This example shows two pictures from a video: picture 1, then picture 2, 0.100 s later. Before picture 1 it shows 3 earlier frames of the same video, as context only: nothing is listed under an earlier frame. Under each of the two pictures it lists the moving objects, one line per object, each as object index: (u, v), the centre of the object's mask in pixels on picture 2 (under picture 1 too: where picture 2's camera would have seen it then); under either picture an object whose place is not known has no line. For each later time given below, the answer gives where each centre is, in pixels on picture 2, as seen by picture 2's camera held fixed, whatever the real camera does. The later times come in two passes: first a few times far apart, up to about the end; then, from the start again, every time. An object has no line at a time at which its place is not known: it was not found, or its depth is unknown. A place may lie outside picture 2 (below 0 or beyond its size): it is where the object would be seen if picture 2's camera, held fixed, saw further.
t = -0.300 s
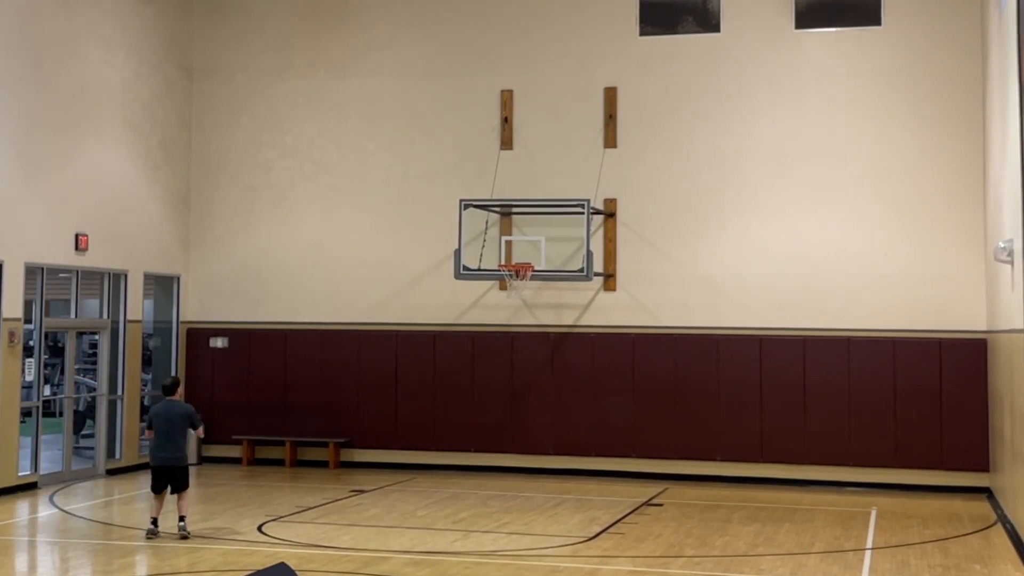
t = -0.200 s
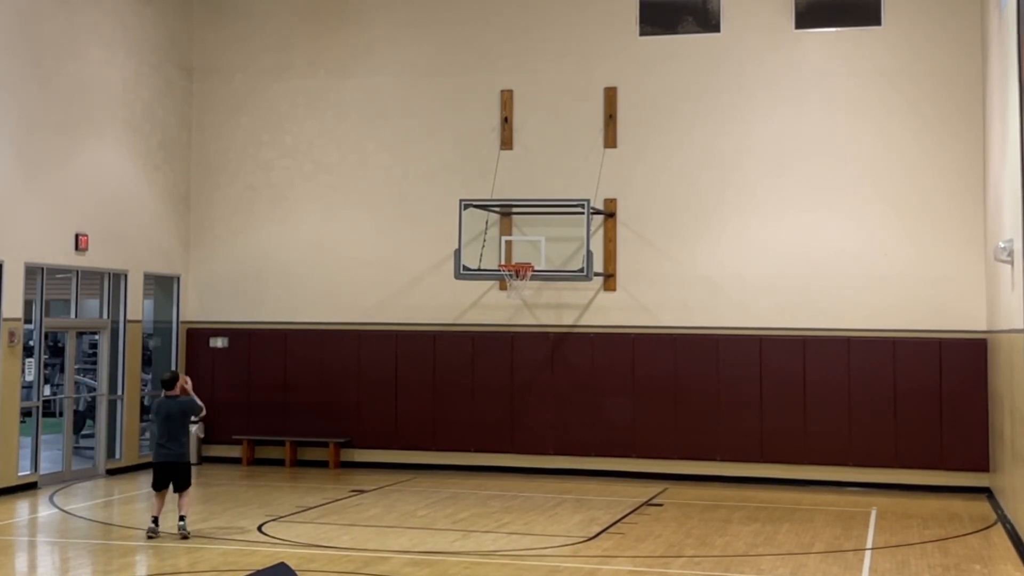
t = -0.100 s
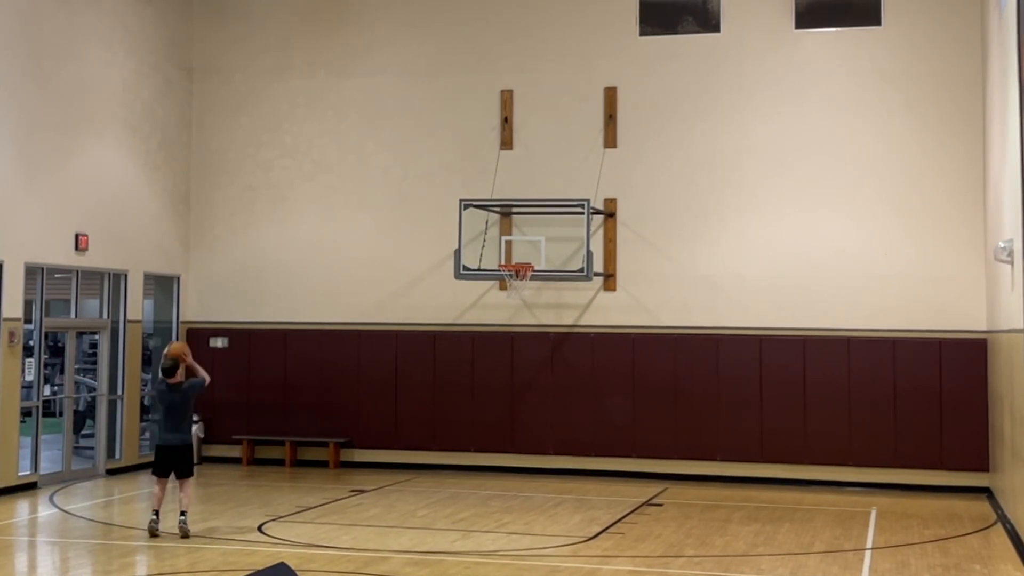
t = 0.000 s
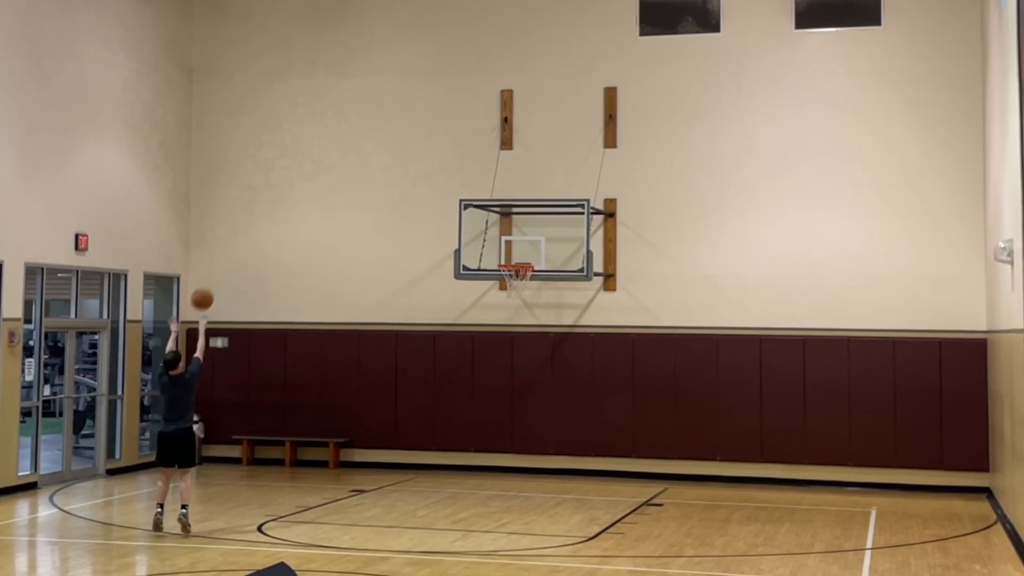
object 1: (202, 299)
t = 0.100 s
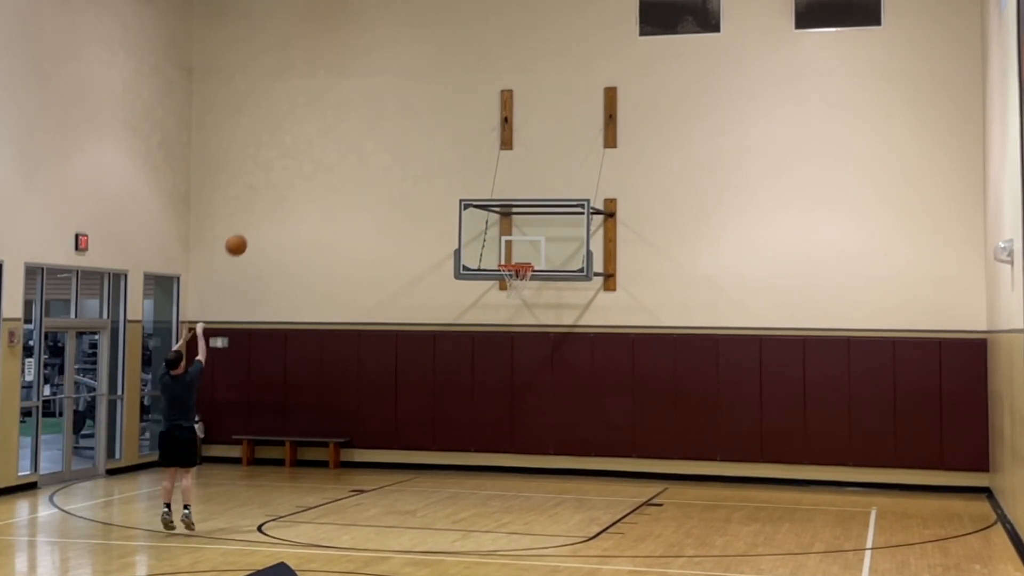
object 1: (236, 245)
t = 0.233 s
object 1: (278, 191)
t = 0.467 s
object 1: (346, 140)
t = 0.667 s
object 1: (398, 133)
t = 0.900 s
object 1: (453, 163)
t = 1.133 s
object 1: (503, 230)
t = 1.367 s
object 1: (526, 296)
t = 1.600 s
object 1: (521, 358)
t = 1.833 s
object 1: (518, 455)
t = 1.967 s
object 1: (510, 448)
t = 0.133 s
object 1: (247, 230)
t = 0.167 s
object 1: (258, 216)
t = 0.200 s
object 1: (268, 203)
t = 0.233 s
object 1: (278, 191)
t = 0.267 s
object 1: (288, 181)
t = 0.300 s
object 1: (299, 171)
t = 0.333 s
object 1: (308, 163)
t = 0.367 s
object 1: (318, 156)
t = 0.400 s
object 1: (327, 149)
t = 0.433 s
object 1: (337, 144)
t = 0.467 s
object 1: (346, 140)
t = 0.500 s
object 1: (355, 136)
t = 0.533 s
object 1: (364, 134)
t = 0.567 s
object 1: (373, 132)
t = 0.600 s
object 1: (381, 132)
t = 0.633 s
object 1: (390, 132)
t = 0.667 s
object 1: (398, 133)
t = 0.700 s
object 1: (406, 135)
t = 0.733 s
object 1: (415, 138)
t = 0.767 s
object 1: (422, 141)
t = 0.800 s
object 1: (430, 146)
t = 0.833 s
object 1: (438, 150)
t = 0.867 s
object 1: (446, 156)
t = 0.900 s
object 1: (453, 163)
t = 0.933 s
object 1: (461, 170)
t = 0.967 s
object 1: (468, 178)
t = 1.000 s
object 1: (475, 187)
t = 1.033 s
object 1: (483, 197)
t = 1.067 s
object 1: (489, 207)
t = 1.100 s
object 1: (497, 218)
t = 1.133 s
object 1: (503, 230)
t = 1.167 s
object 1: (510, 242)
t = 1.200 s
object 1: (517, 255)
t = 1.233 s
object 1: (523, 263)
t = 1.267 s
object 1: (528, 281)
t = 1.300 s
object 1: (528, 285)
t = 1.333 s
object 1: (527, 290)
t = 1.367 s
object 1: (526, 296)
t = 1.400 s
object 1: (525, 303)
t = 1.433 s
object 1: (525, 310)
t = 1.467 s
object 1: (524, 318)
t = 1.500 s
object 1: (523, 327)
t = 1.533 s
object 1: (522, 337)
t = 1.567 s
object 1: (522, 347)
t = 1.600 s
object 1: (521, 358)
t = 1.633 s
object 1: (521, 371)
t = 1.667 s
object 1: (520, 383)
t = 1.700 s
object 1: (520, 395)
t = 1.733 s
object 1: (519, 410)
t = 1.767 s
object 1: (518, 425)
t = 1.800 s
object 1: (518, 440)
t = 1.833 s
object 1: (518, 455)
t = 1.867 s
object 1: (517, 473)
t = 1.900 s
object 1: (515, 472)
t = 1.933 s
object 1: (513, 460)
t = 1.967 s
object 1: (510, 448)
